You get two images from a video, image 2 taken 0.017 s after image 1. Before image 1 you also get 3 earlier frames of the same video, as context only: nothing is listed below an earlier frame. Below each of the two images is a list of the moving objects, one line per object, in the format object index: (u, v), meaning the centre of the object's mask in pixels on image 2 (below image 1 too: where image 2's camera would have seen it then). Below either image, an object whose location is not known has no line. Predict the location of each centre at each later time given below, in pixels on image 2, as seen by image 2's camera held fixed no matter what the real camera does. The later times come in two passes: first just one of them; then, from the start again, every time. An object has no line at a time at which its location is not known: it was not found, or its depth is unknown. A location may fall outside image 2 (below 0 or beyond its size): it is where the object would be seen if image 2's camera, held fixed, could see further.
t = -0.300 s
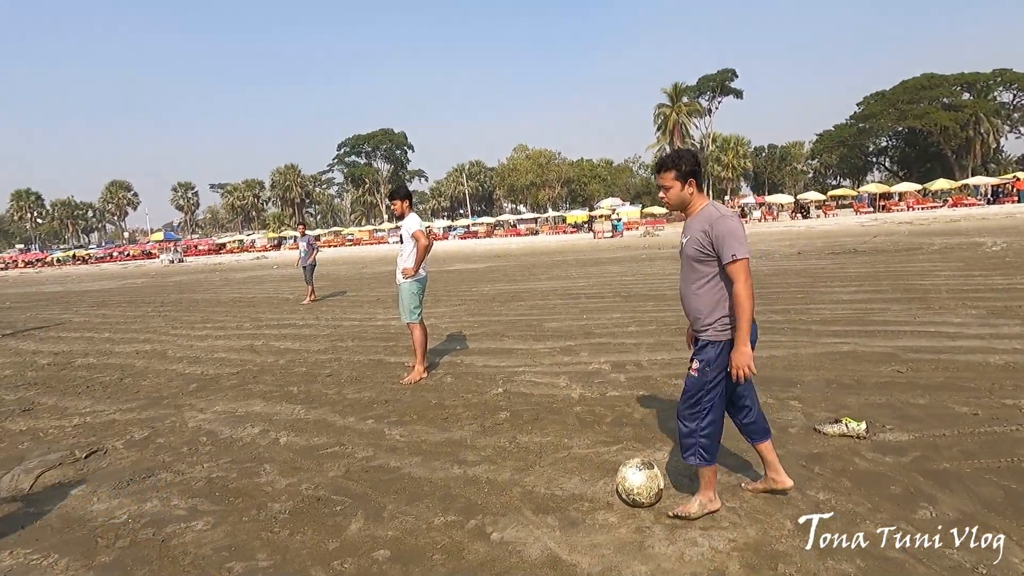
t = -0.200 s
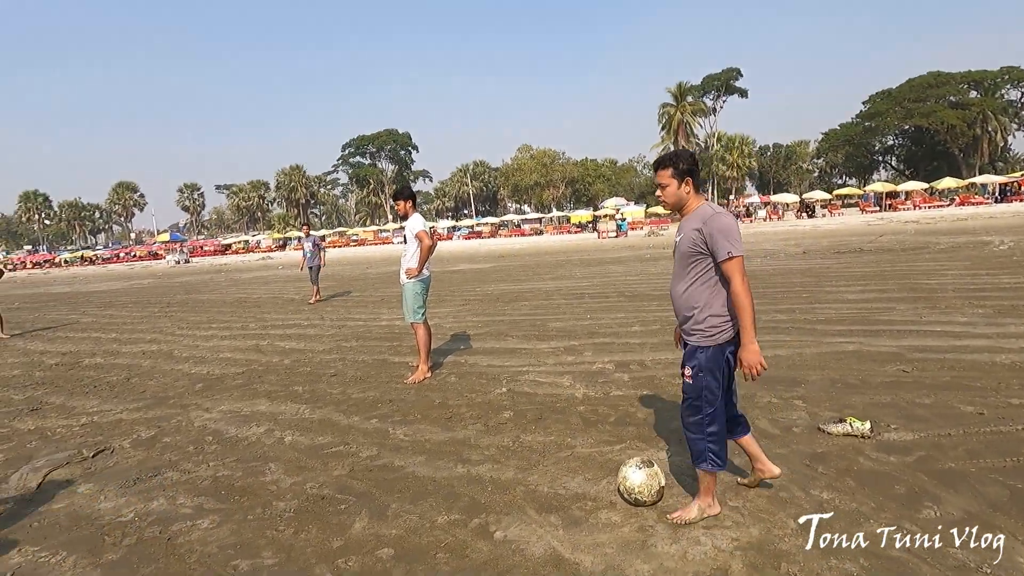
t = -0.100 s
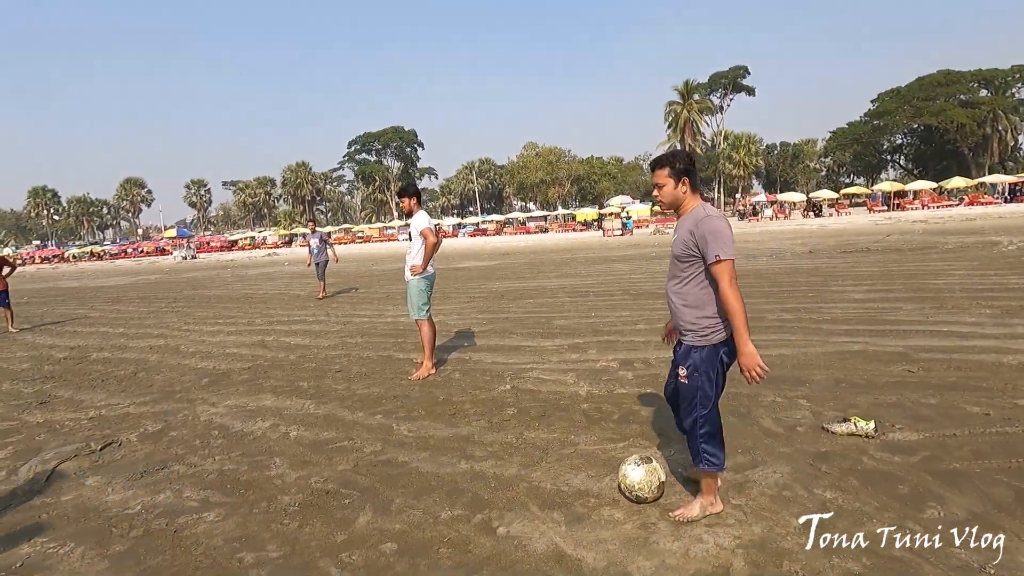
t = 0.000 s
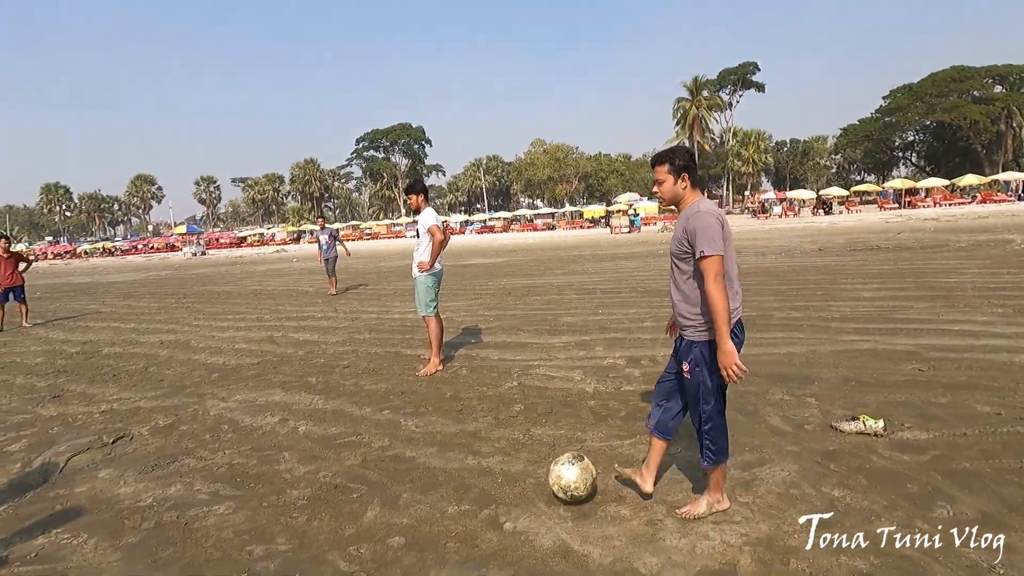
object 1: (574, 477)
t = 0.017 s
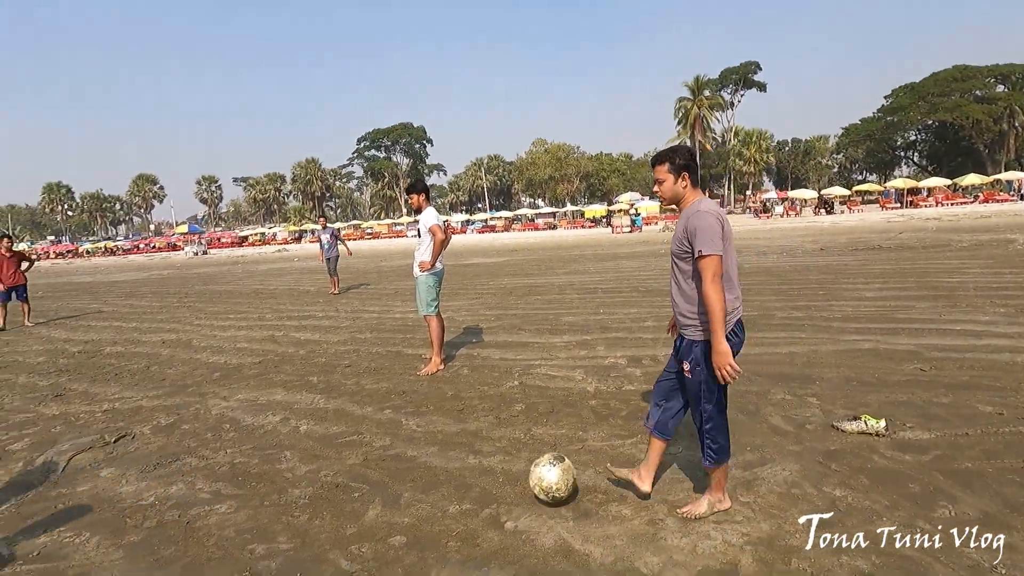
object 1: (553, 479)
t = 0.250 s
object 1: (281, 512)
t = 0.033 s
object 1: (532, 481)
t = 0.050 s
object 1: (510, 483)
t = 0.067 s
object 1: (489, 486)
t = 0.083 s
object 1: (467, 490)
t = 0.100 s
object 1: (446, 494)
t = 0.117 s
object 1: (425, 500)
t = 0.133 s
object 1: (403, 505)
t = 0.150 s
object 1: (385, 505)
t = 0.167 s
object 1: (367, 505)
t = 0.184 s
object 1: (350, 506)
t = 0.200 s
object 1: (333, 507)
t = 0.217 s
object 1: (315, 508)
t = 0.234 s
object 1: (298, 510)
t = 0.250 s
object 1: (281, 512)
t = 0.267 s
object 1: (263, 515)
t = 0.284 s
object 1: (247, 519)
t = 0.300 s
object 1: (229, 524)
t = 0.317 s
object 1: (212, 529)
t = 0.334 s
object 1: (197, 531)
